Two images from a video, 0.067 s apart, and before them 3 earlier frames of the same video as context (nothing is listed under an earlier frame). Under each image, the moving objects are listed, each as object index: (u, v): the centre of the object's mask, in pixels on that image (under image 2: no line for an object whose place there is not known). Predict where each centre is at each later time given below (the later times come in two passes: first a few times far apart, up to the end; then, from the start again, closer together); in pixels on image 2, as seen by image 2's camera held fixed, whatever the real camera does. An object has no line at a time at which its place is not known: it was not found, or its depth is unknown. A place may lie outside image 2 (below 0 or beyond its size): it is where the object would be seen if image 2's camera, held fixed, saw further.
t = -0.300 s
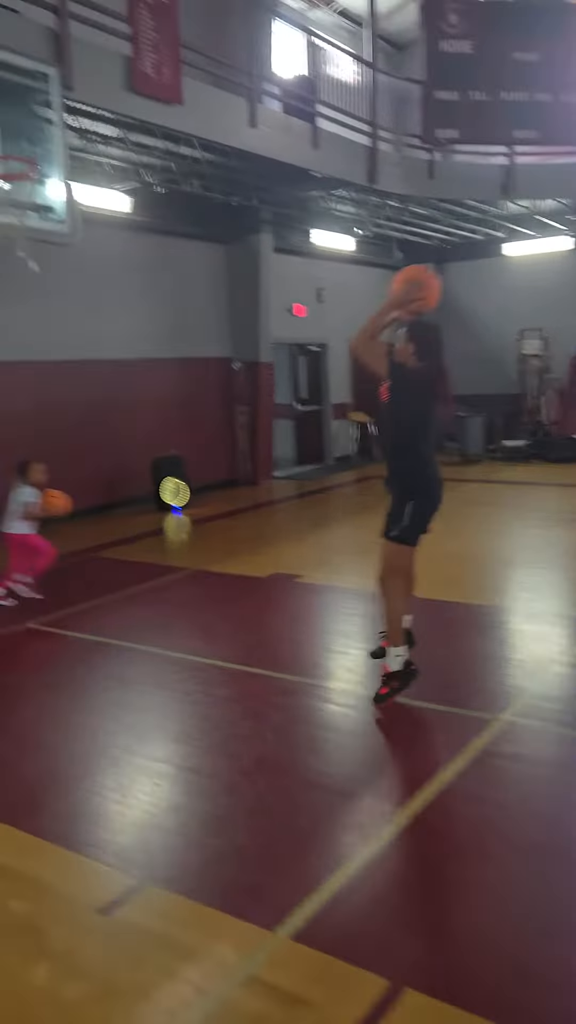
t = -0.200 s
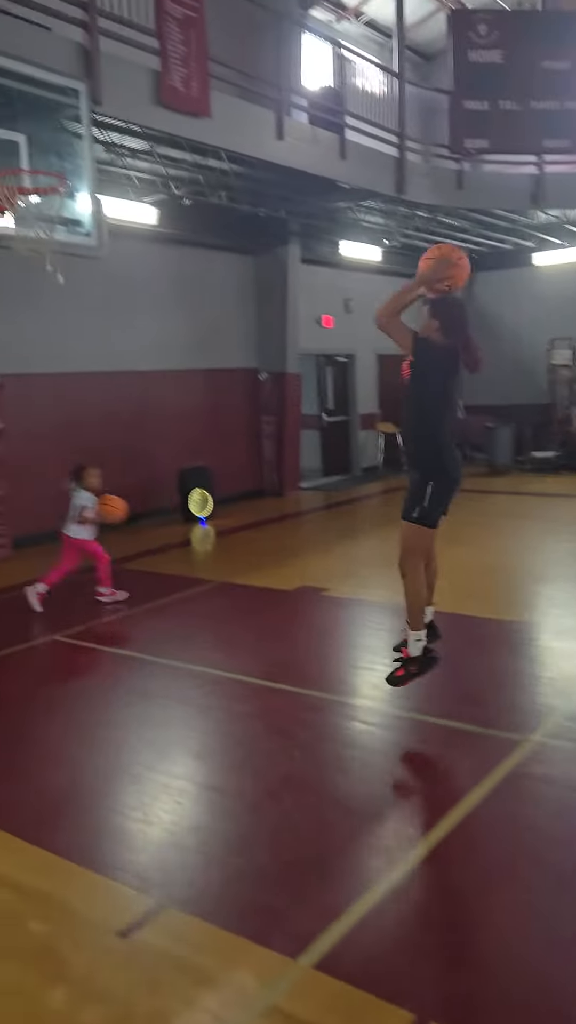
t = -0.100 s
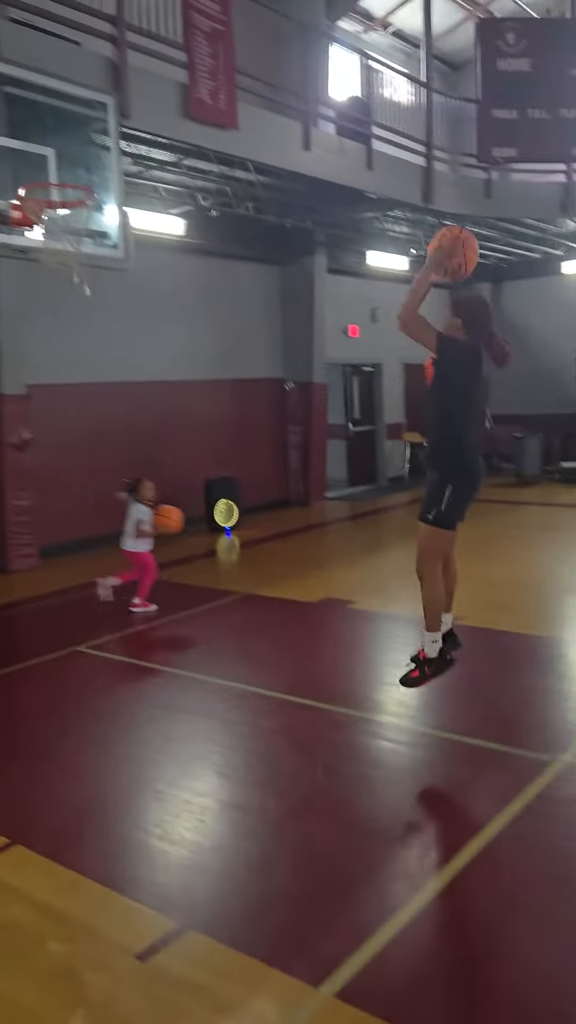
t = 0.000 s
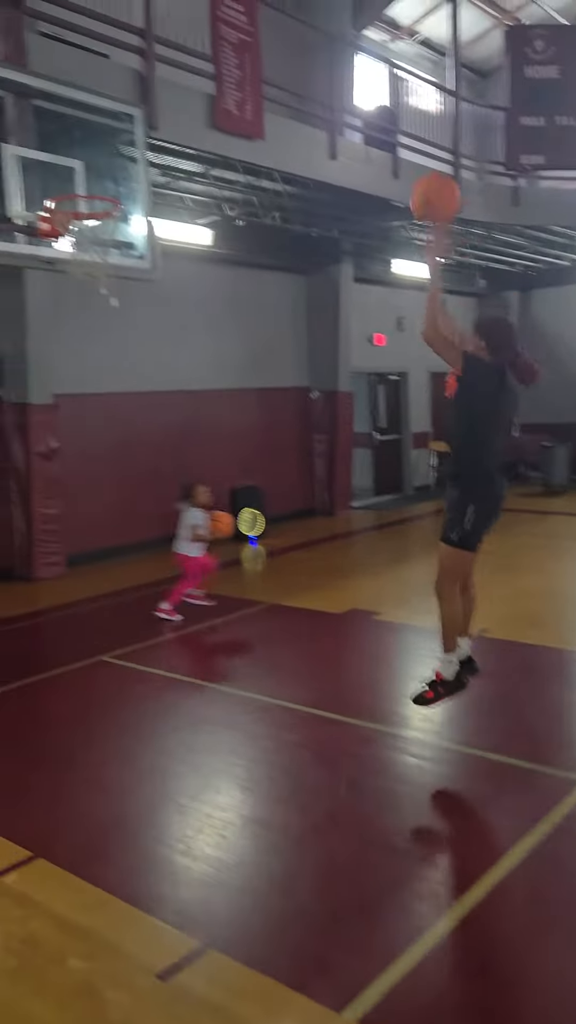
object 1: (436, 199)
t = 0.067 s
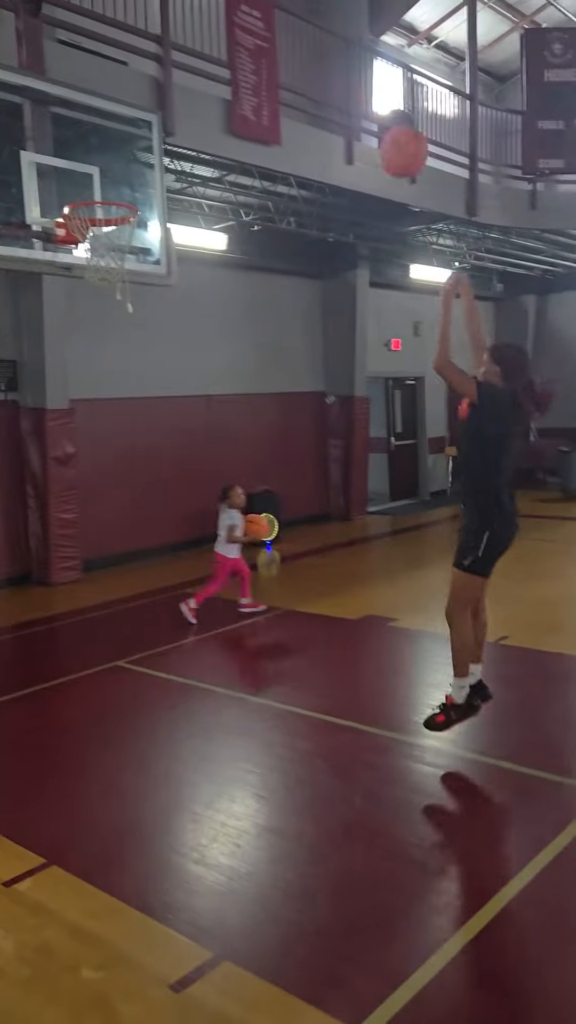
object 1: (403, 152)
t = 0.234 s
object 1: (302, 81)
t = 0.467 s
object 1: (189, 86)
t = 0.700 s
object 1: (105, 181)
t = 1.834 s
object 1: (182, 483)
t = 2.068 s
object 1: (212, 461)
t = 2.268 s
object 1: (246, 501)
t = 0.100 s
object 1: (382, 133)
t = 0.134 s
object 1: (358, 116)
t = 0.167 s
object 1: (338, 102)
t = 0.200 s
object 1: (321, 90)
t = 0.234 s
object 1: (302, 81)
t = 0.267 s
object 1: (284, 74)
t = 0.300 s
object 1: (266, 71)
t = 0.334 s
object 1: (250, 69)
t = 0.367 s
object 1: (233, 71)
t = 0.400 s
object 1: (218, 75)
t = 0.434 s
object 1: (203, 80)
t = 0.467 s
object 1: (189, 86)
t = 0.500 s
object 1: (175, 95)
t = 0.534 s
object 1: (162, 105)
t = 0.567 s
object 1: (150, 118)
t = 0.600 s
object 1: (137, 132)
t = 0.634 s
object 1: (126, 147)
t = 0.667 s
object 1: (116, 163)
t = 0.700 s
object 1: (105, 181)
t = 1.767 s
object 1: (174, 503)
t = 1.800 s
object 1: (178, 492)
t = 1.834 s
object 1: (182, 483)
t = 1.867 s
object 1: (186, 475)
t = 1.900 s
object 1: (190, 469)
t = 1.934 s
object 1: (194, 464)
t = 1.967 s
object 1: (199, 461)
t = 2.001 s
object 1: (203, 460)
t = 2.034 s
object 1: (208, 460)
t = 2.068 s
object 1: (212, 461)
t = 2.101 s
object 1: (217, 464)
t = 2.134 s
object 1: (222, 469)
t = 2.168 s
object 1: (227, 474)
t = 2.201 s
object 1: (231, 482)
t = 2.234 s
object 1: (236, 491)
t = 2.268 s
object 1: (246, 501)
